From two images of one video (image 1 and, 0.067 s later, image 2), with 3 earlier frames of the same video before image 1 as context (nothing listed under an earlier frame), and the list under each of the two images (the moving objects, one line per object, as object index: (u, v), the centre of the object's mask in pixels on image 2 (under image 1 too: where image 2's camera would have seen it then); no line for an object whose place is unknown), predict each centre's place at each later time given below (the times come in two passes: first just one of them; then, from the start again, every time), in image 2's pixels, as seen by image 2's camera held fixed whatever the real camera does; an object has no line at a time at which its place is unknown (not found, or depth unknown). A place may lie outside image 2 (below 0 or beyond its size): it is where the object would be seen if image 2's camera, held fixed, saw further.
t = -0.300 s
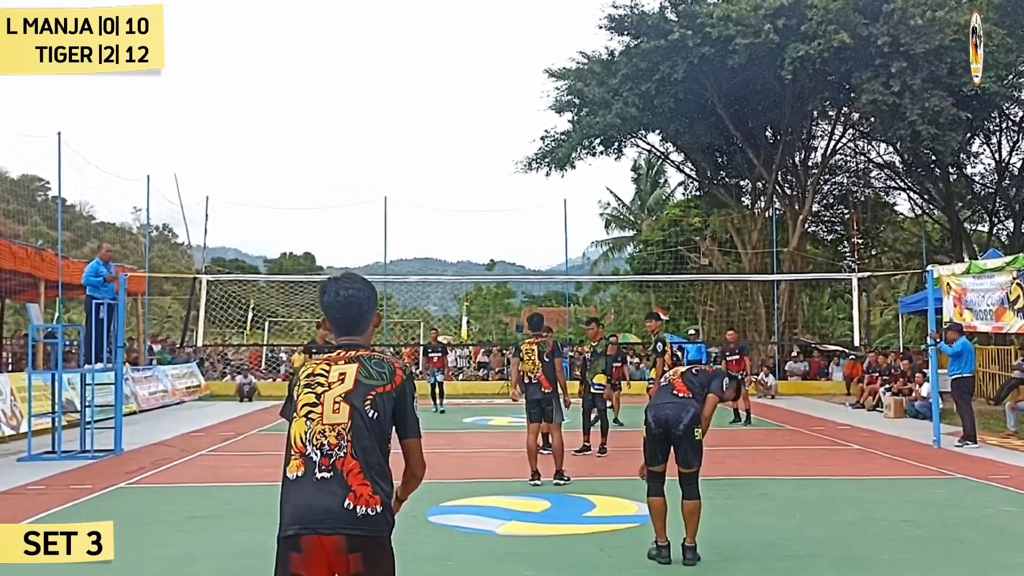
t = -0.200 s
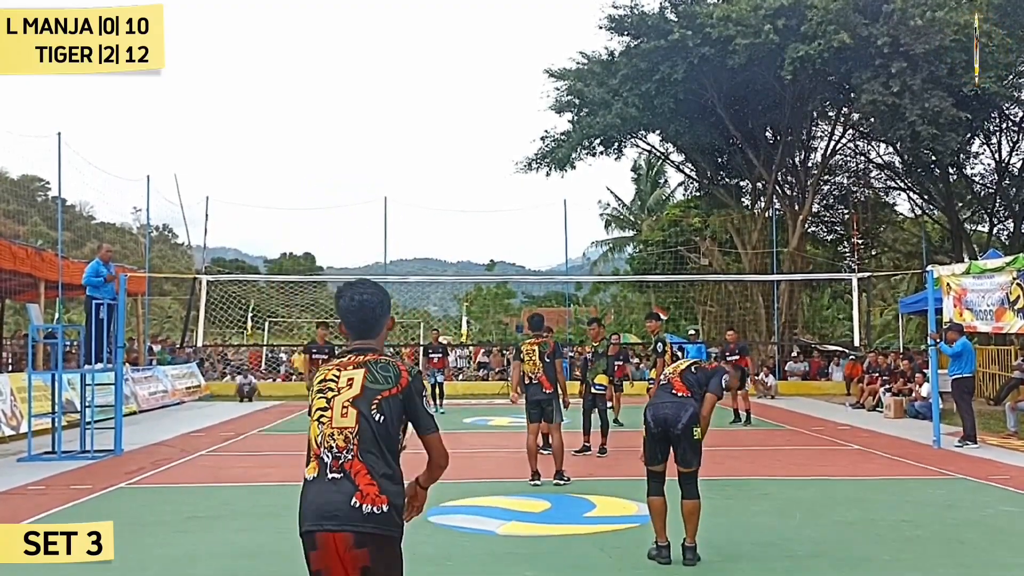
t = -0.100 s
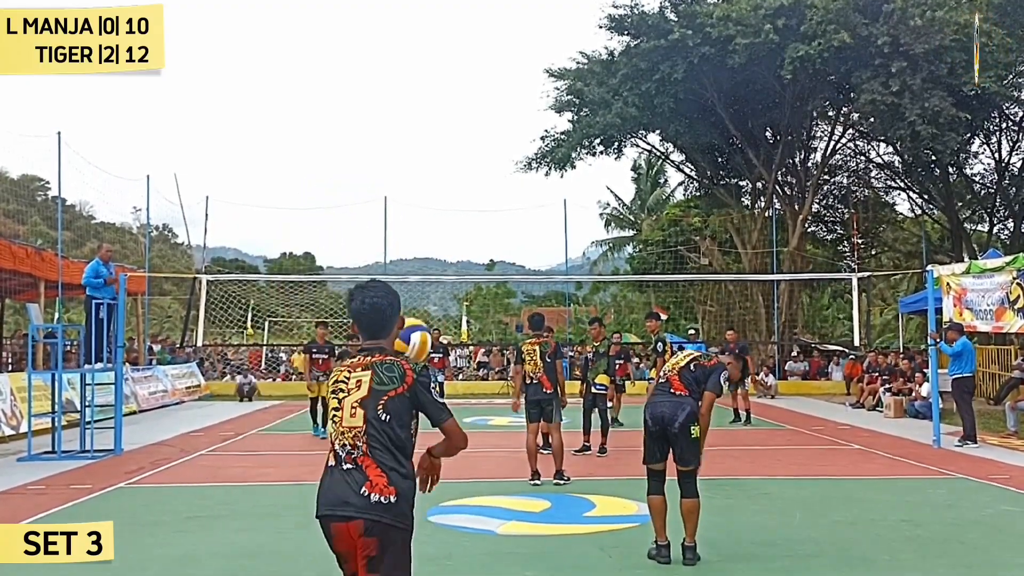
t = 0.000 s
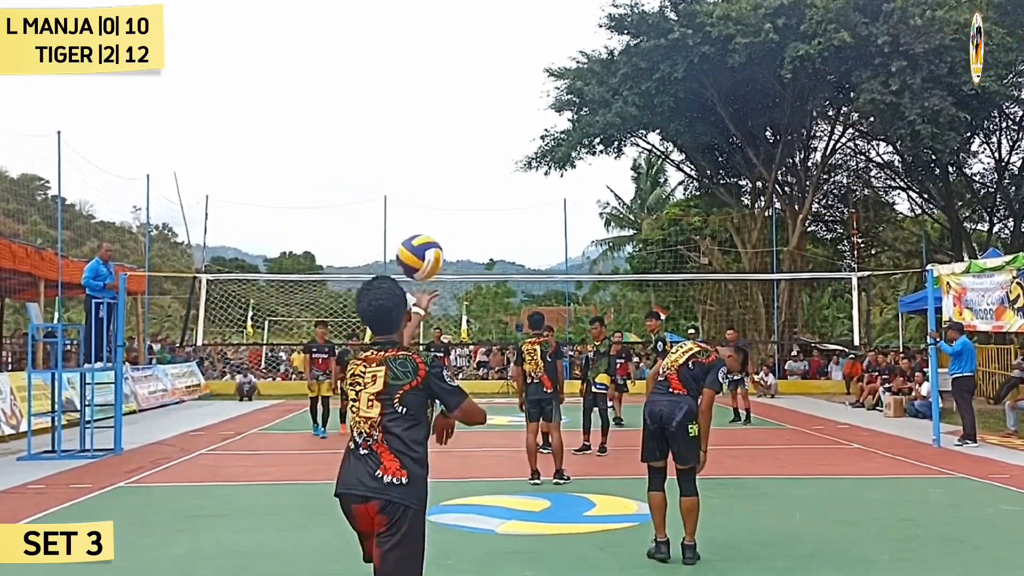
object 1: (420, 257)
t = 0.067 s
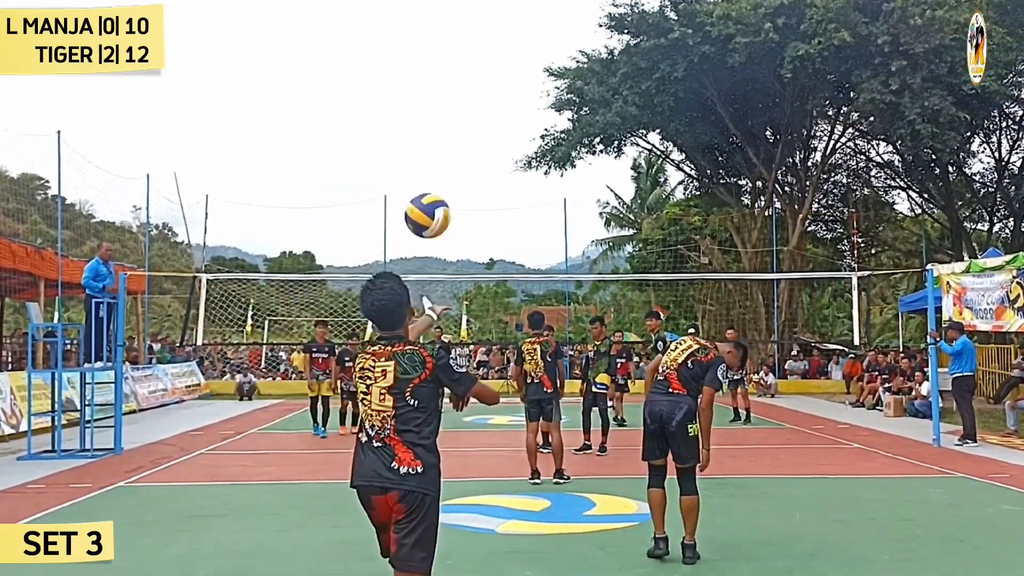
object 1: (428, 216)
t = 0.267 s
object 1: (451, 154)
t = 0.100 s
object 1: (431, 199)
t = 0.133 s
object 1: (435, 185)
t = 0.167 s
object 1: (439, 174)
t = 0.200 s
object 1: (443, 165)
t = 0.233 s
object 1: (447, 158)
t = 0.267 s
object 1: (451, 154)
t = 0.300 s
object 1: (455, 152)
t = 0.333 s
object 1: (459, 152)
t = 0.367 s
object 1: (463, 154)
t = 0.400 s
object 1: (467, 159)
